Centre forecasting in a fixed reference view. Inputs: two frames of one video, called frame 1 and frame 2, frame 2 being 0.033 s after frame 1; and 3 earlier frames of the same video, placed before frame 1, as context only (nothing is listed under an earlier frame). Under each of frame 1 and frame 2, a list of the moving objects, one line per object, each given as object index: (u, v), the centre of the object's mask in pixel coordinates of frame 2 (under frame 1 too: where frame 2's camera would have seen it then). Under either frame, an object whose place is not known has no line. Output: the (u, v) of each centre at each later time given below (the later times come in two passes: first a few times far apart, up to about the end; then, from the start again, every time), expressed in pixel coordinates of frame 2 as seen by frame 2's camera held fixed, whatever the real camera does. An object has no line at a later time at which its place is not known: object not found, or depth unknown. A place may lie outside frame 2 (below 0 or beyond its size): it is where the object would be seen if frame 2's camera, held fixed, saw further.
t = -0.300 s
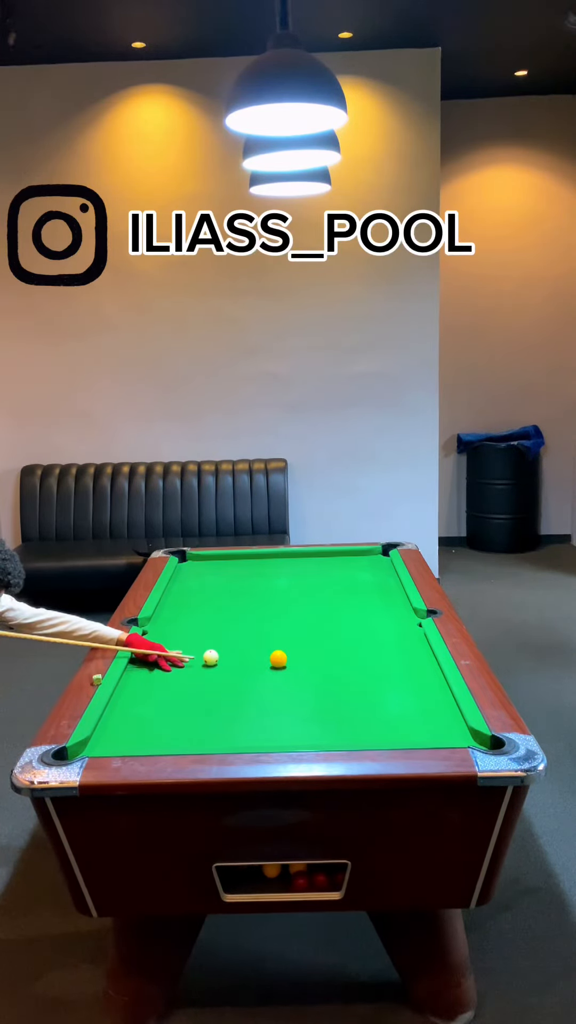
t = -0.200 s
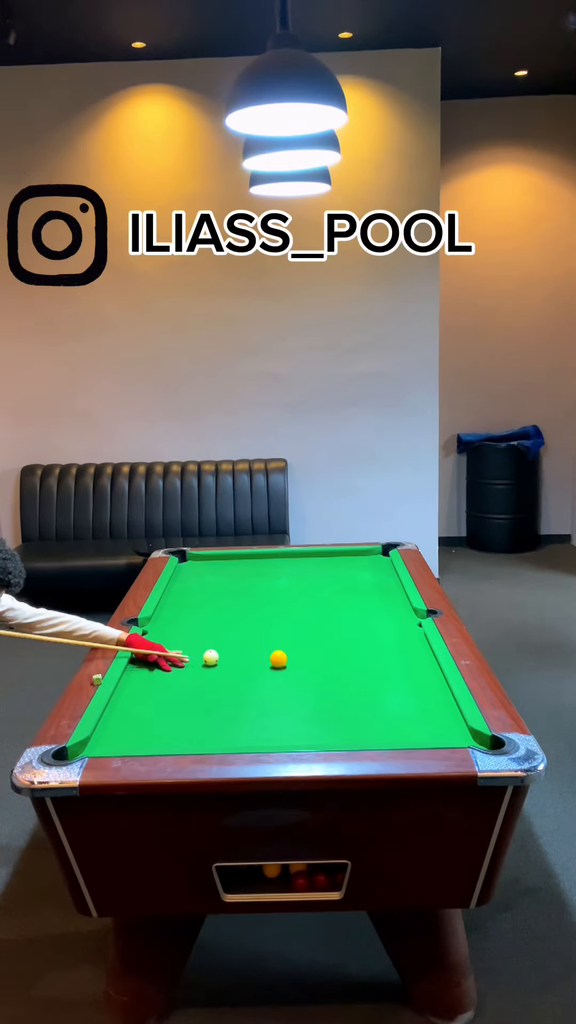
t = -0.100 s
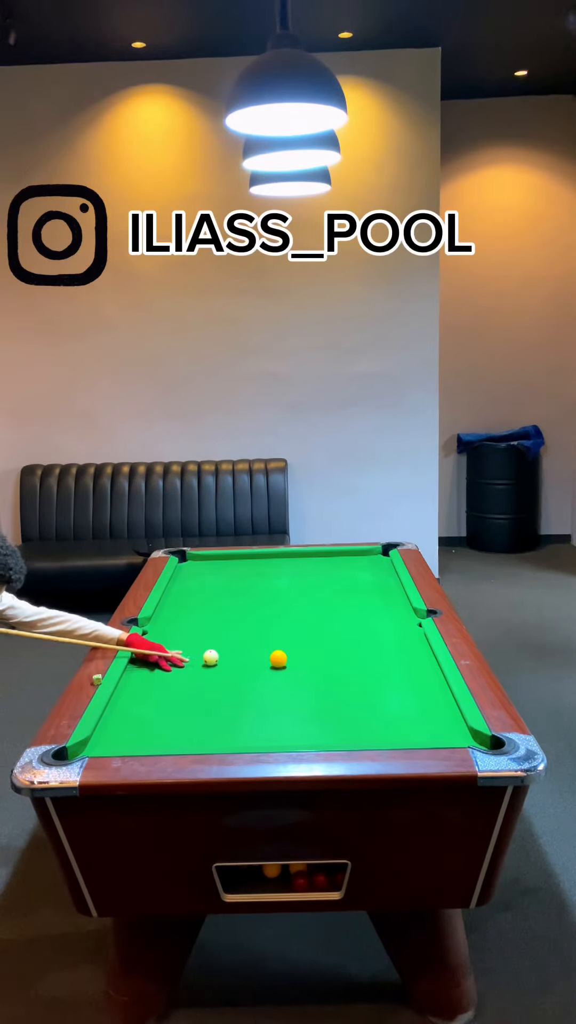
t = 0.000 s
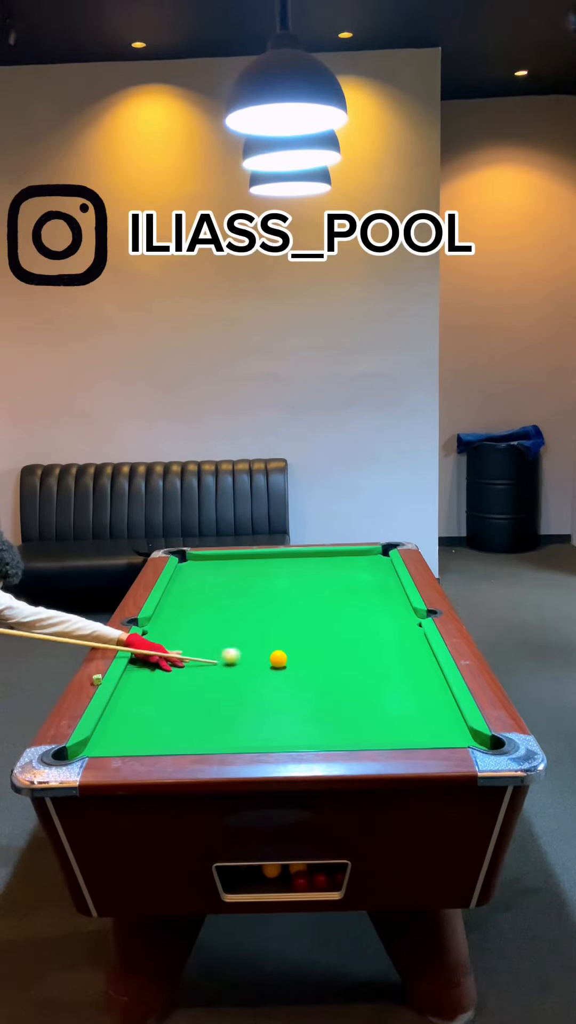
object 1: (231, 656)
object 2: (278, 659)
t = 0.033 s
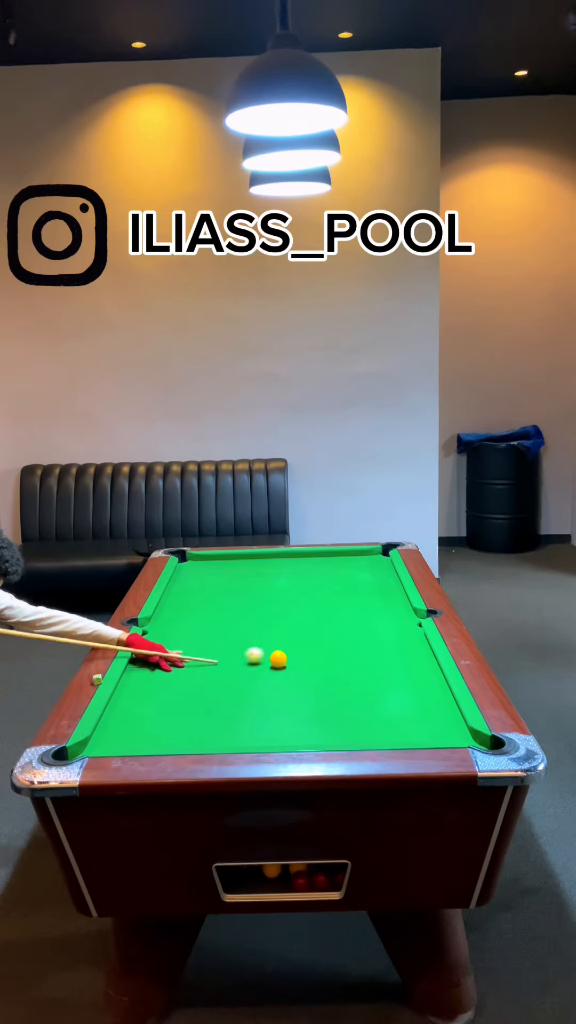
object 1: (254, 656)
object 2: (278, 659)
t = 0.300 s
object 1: (324, 630)
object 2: (327, 680)
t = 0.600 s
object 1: (350, 609)
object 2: (390, 705)
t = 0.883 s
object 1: (370, 593)
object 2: (455, 730)
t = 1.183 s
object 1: (389, 578)
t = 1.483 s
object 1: (379, 569)
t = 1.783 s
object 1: (362, 563)
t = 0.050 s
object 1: (264, 654)
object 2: (278, 660)
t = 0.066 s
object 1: (271, 652)
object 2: (281, 661)
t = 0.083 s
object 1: (278, 649)
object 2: (285, 662)
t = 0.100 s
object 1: (284, 648)
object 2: (289, 664)
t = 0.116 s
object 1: (289, 647)
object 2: (292, 665)
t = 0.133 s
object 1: (294, 645)
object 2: (296, 666)
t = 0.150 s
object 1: (298, 643)
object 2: (299, 667)
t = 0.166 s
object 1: (303, 641)
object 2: (302, 669)
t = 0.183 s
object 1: (307, 640)
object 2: (305, 670)
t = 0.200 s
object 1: (310, 638)
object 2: (308, 671)
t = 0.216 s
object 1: (313, 637)
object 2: (311, 673)
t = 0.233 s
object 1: (316, 635)
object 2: (314, 674)
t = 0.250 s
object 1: (318, 634)
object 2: (318, 676)
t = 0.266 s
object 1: (320, 632)
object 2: (321, 677)
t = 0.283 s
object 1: (322, 631)
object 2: (324, 678)
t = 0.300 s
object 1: (324, 630)
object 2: (327, 680)
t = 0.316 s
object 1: (325, 628)
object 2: (331, 681)
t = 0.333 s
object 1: (327, 627)
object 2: (334, 683)
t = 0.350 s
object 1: (328, 626)
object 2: (337, 684)
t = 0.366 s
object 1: (330, 625)
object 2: (341, 685)
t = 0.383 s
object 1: (332, 624)
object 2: (344, 687)
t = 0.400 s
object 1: (333, 622)
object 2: (348, 688)
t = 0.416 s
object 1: (334, 621)
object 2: (351, 689)
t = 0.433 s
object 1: (336, 620)
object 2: (354, 691)
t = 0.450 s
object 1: (337, 619)
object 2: (358, 692)
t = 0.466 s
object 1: (339, 618)
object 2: (361, 694)
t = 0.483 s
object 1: (340, 617)
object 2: (365, 695)
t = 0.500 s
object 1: (342, 616)
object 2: (368, 697)
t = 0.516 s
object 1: (343, 615)
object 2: (372, 698)
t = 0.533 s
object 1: (344, 613)
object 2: (376, 700)
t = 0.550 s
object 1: (346, 612)
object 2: (379, 701)
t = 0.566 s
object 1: (347, 611)
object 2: (383, 702)
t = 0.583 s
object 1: (349, 610)
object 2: (386, 703)
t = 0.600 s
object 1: (350, 609)
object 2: (390, 705)
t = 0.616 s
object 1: (351, 608)
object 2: (394, 706)
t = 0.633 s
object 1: (353, 607)
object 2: (397, 708)
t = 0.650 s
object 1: (354, 606)
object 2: (401, 710)
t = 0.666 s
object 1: (355, 605)
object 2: (404, 711)
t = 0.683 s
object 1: (356, 604)
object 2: (408, 713)
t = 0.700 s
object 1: (357, 603)
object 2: (412, 714)
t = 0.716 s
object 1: (359, 602)
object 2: (416, 716)
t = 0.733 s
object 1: (360, 601)
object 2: (420, 717)
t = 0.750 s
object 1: (361, 600)
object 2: (423, 719)
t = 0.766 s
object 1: (362, 599)
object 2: (427, 720)
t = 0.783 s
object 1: (363, 598)
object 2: (431, 722)
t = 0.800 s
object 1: (365, 597)
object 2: (435, 723)
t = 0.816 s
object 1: (366, 596)
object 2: (439, 725)
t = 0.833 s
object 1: (367, 595)
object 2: (443, 726)
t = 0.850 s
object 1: (368, 594)
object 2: (447, 728)
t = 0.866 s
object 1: (369, 593)
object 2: (451, 729)
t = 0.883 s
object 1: (370, 593)
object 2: (455, 730)
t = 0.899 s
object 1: (371, 592)
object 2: (459, 732)
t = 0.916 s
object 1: (372, 591)
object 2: (463, 734)
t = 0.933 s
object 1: (373, 590)
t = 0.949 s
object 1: (375, 589)
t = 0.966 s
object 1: (376, 588)
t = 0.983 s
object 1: (377, 588)
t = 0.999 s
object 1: (378, 587)
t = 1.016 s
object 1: (379, 586)
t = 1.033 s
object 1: (380, 585)
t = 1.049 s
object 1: (381, 584)
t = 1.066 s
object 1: (382, 584)
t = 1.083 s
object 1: (383, 583)
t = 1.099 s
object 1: (384, 582)
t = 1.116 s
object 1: (385, 581)
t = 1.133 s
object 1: (386, 580)
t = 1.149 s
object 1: (386, 580)
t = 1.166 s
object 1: (387, 579)
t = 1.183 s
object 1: (389, 578)
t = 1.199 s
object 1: (389, 577)
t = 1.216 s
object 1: (390, 577)
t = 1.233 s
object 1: (391, 576)
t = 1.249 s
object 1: (392, 575)
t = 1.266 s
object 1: (391, 575)
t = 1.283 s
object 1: (390, 574)
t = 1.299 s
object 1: (389, 574)
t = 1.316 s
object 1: (388, 574)
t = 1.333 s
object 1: (387, 573)
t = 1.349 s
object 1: (386, 573)
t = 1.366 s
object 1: (385, 572)
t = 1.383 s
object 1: (384, 572)
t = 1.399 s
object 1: (383, 571)
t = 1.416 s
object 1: (382, 571)
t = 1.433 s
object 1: (381, 571)
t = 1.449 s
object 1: (380, 570)
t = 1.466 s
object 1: (380, 570)
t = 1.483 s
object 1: (379, 569)
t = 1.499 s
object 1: (377, 569)
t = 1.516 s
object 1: (377, 569)
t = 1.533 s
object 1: (376, 568)
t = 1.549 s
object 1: (375, 568)
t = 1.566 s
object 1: (374, 568)
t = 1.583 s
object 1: (373, 567)
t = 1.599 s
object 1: (372, 567)
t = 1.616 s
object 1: (371, 566)
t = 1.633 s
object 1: (370, 566)
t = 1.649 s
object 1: (369, 566)
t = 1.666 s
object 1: (369, 566)
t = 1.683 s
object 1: (368, 565)
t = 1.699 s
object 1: (367, 565)
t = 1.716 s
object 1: (366, 565)
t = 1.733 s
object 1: (365, 564)
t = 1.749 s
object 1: (364, 564)
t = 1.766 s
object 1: (363, 564)
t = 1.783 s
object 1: (362, 563)
